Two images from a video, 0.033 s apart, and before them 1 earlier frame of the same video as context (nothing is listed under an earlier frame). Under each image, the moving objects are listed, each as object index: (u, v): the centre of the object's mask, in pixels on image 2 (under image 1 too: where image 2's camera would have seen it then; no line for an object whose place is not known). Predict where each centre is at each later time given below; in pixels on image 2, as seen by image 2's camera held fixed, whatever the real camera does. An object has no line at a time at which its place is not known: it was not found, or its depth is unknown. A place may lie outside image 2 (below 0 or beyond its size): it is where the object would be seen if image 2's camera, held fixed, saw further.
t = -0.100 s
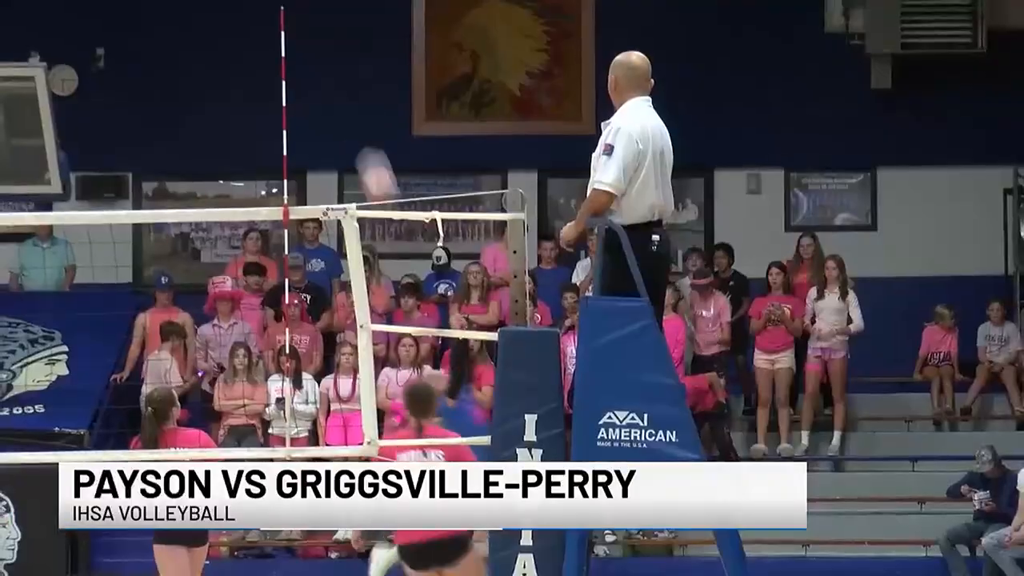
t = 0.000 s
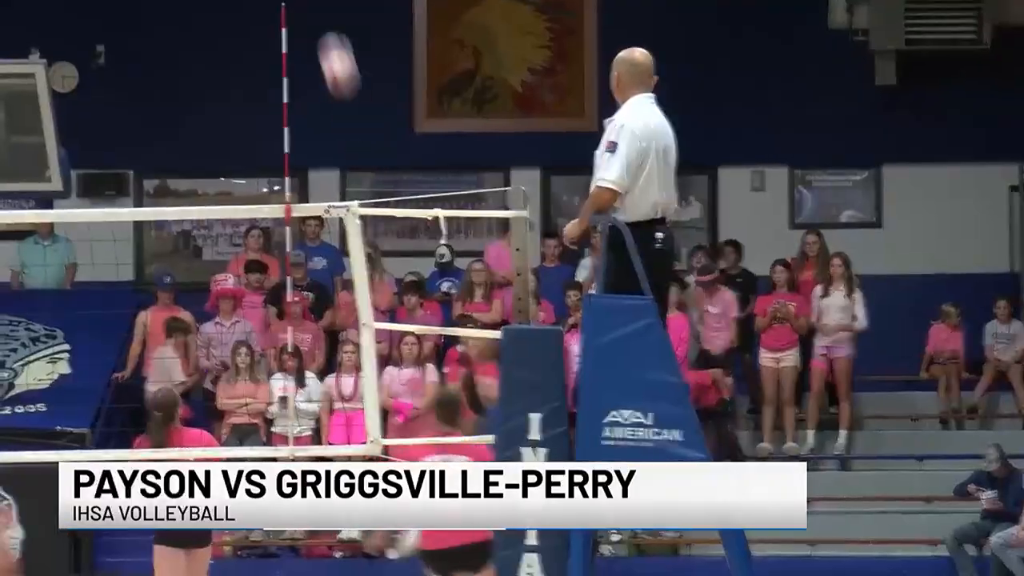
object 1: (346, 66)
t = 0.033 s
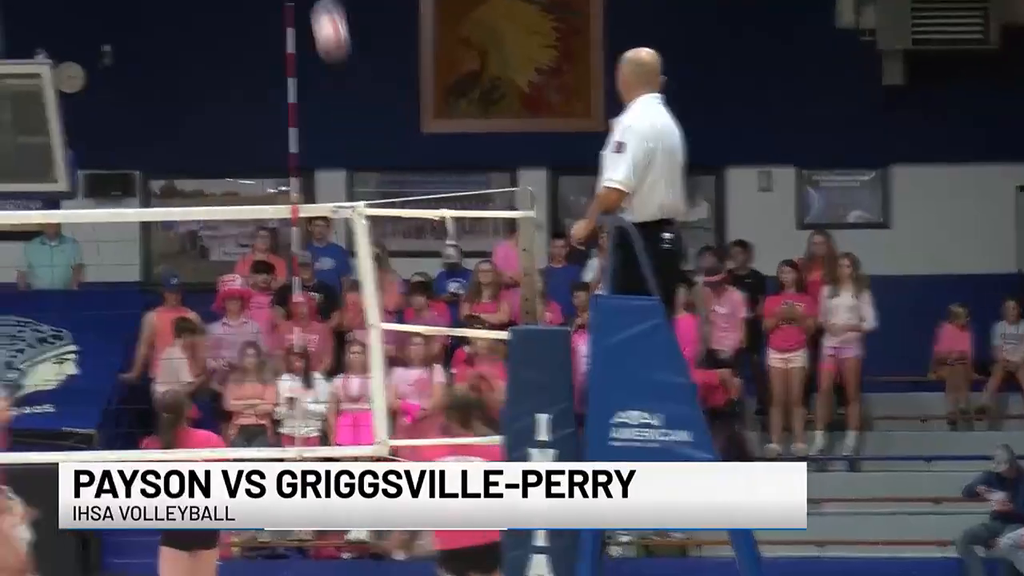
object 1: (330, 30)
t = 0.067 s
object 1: (316, 11)
